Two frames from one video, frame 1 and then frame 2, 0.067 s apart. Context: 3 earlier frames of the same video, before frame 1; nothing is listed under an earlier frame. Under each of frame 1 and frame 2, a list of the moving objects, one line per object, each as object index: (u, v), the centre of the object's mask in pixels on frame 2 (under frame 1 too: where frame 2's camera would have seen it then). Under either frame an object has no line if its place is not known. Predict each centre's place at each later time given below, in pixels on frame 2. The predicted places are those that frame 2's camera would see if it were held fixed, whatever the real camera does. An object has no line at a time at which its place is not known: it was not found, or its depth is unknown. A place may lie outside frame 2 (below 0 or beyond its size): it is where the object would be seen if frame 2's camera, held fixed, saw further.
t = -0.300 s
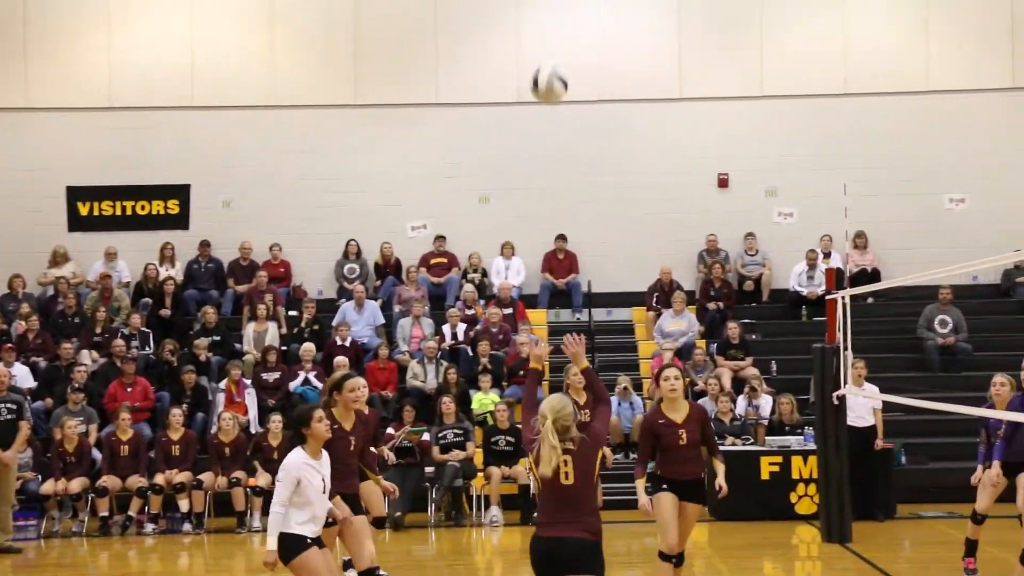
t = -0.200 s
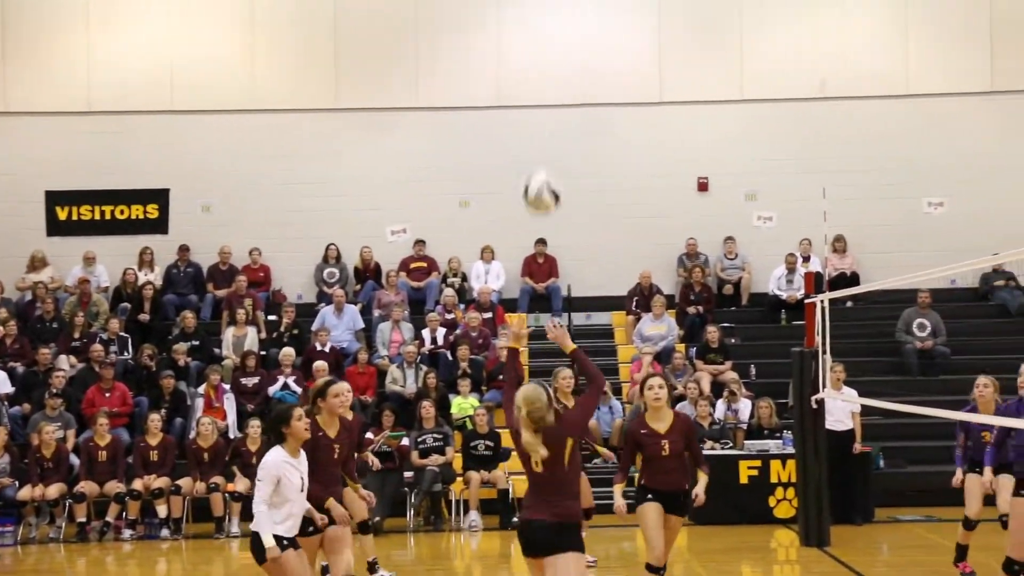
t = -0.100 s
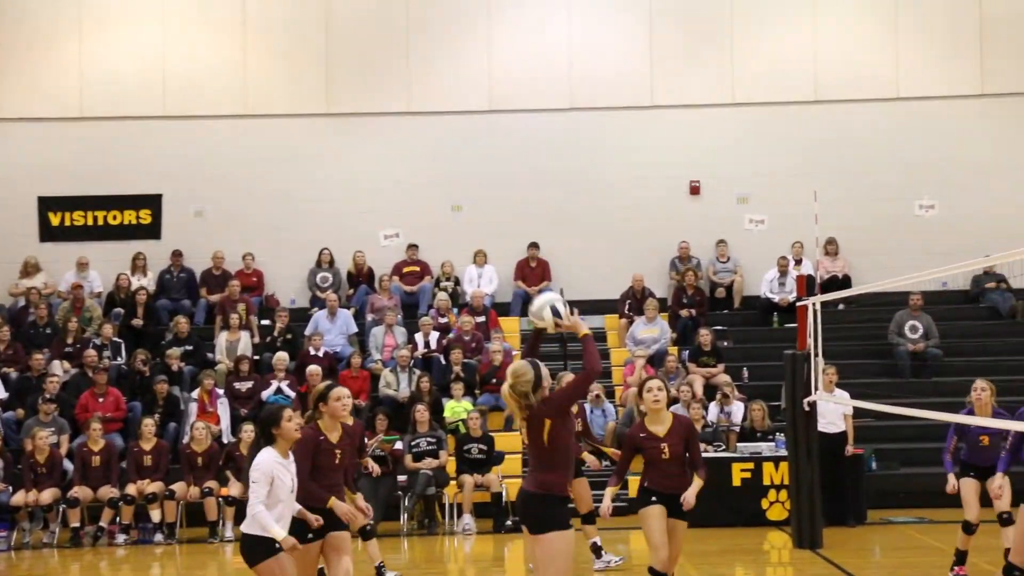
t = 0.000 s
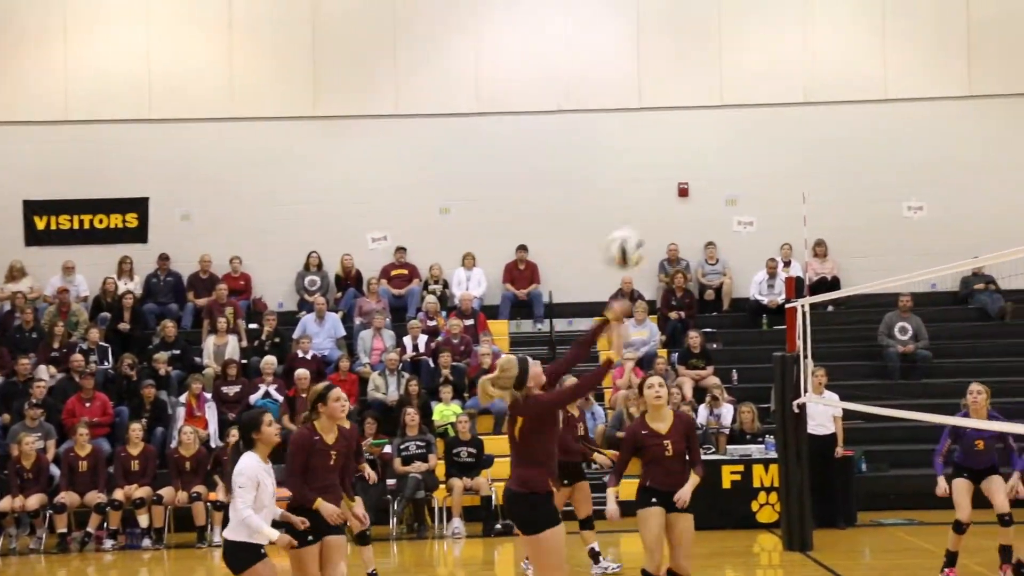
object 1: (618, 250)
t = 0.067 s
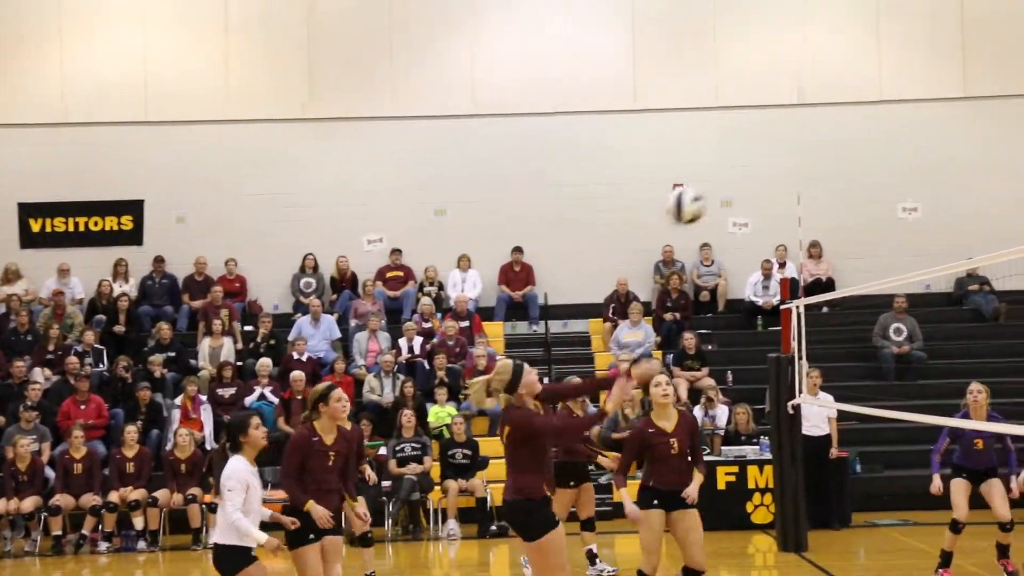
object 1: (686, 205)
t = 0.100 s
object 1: (719, 187)
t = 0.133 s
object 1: (753, 170)
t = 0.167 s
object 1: (785, 155)
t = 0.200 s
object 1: (818, 141)
